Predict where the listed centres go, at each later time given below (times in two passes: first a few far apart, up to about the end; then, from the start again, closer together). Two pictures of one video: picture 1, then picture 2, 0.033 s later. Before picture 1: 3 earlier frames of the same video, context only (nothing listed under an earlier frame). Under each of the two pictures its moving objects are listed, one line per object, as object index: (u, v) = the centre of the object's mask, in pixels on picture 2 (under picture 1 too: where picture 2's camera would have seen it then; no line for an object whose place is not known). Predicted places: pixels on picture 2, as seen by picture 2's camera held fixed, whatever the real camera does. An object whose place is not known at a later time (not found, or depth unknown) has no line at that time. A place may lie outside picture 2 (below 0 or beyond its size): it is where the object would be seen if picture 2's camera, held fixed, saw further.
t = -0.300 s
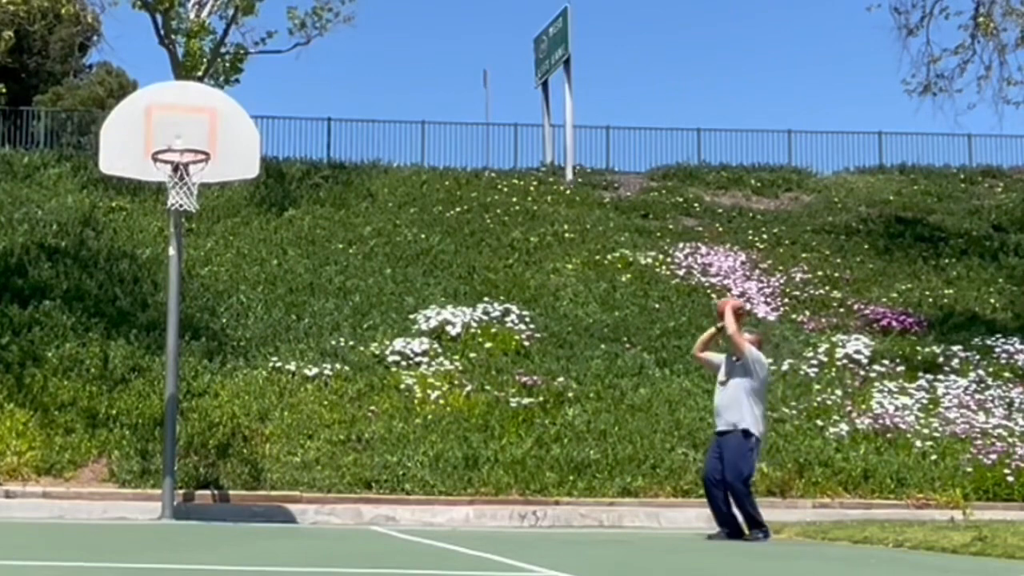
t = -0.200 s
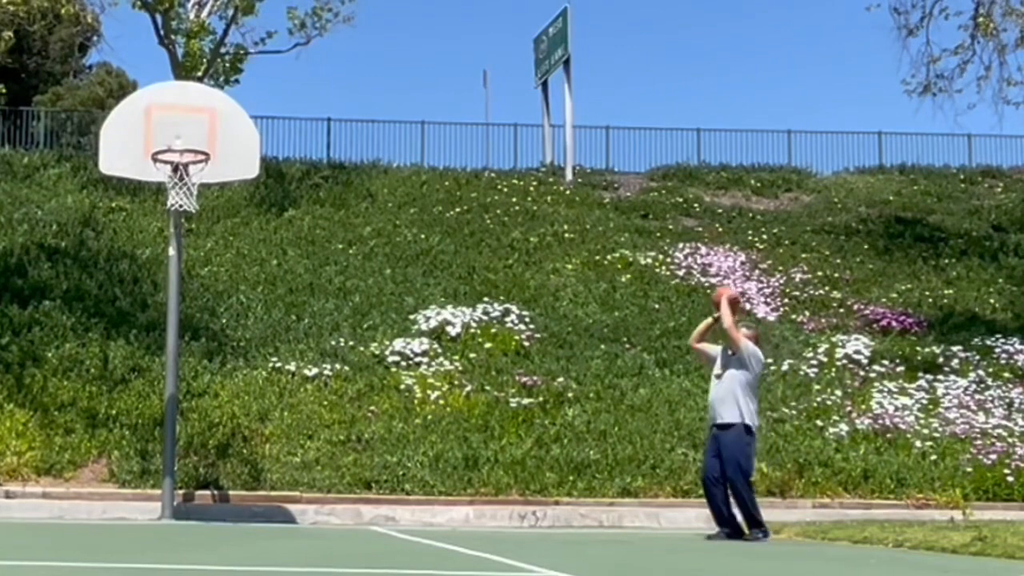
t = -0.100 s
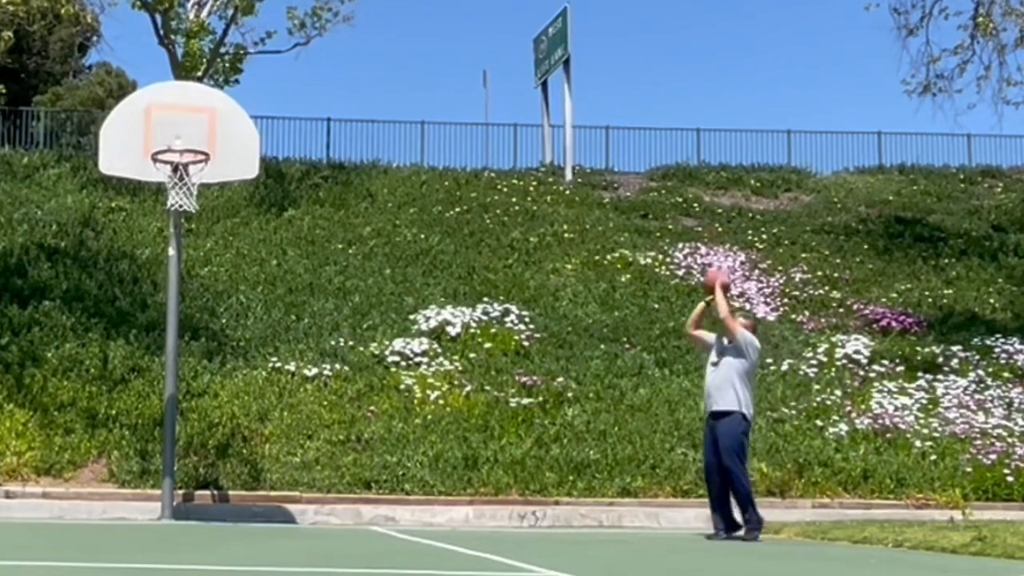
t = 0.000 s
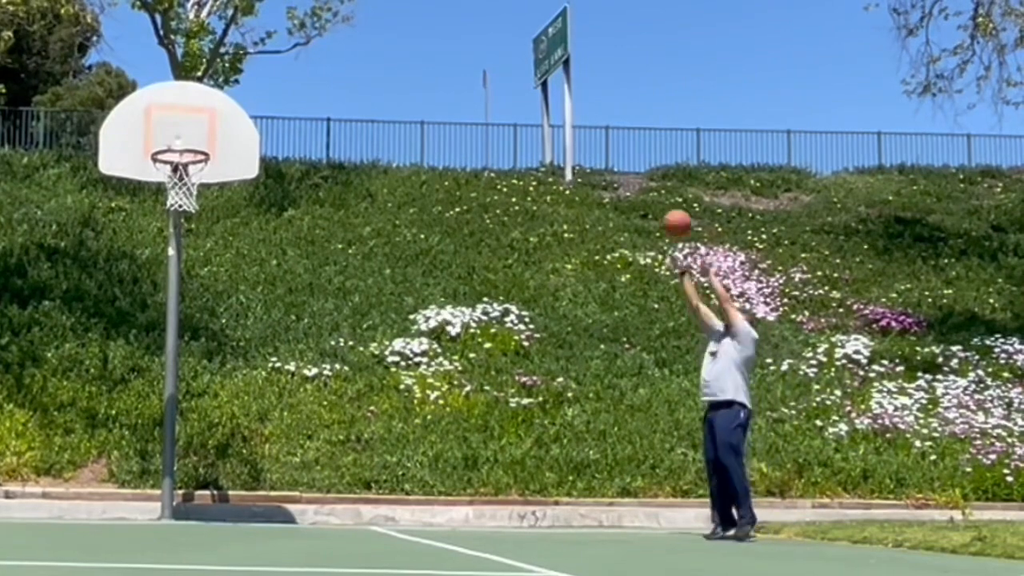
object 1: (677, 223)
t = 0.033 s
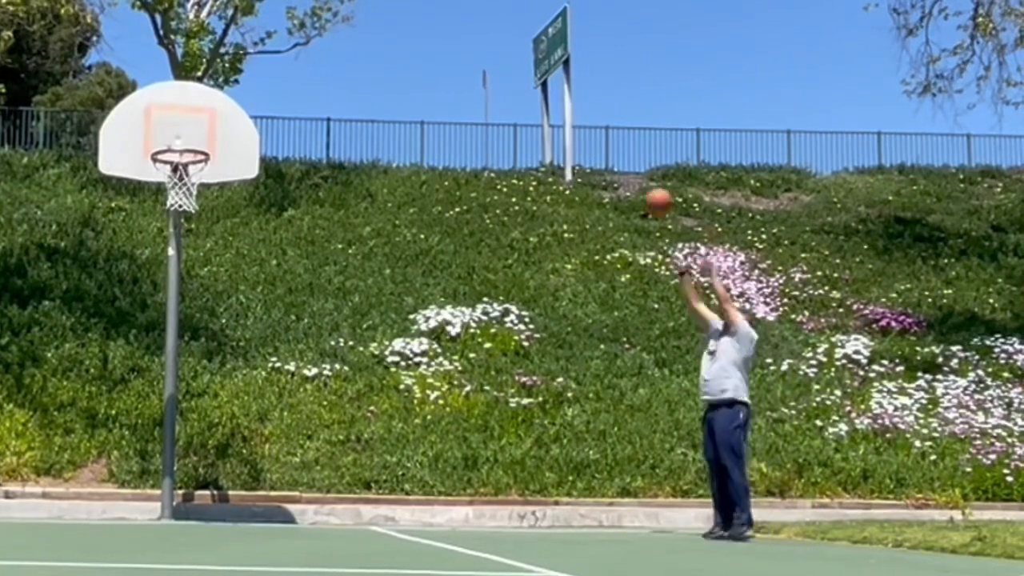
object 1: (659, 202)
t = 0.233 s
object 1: (554, 104)
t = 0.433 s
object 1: (451, 52)
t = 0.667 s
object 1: (335, 51)
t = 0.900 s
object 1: (218, 110)
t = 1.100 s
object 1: (167, 136)
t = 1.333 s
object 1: (203, 116)
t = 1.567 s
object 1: (243, 146)
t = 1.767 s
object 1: (280, 227)
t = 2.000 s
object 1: (325, 397)
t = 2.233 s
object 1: (360, 437)
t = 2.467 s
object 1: (376, 285)
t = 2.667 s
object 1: (387, 215)
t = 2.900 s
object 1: (399, 202)
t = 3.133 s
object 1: (411, 264)
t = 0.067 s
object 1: (641, 183)
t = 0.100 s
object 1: (624, 164)
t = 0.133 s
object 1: (606, 147)
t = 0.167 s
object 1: (589, 132)
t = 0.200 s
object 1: (571, 117)
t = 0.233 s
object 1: (554, 104)
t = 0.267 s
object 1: (537, 92)
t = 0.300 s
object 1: (519, 83)
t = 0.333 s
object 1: (502, 73)
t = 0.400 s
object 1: (468, 58)
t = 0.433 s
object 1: (451, 52)
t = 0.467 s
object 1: (435, 48)
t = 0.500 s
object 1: (418, 45)
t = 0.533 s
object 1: (402, 44)
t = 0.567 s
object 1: (385, 44)
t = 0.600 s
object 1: (368, 45)
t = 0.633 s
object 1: (352, 47)
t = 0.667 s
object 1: (335, 51)
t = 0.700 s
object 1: (318, 55)
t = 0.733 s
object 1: (302, 61)
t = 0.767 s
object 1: (285, 69)
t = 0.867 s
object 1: (235, 98)
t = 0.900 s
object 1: (218, 110)
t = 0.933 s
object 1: (201, 123)
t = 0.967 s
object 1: (185, 138)
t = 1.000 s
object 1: (173, 142)
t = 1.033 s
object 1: (163, 145)
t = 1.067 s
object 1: (164, 142)
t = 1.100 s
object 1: (167, 136)
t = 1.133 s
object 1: (171, 133)
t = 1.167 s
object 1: (175, 131)
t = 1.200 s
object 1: (180, 126)
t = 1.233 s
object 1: (186, 121)
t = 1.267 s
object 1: (192, 118)
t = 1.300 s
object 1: (197, 116)
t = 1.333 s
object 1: (203, 116)
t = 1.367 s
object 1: (209, 116)
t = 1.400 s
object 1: (214, 118)
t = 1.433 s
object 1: (220, 121)
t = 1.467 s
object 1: (225, 125)
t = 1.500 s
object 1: (231, 131)
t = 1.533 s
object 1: (237, 138)
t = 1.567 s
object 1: (243, 146)
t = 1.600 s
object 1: (250, 156)
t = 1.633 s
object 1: (256, 167)
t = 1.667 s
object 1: (263, 181)
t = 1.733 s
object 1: (274, 210)
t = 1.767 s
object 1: (280, 227)
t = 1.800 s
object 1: (287, 246)
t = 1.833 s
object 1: (293, 267)
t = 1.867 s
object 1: (298, 290)
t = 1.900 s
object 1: (305, 315)
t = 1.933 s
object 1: (312, 340)
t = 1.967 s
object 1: (319, 367)
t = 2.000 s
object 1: (325, 397)
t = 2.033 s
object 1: (332, 428)
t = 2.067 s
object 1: (339, 462)
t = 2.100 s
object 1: (345, 498)
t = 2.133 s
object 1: (351, 528)
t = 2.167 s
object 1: (354, 495)
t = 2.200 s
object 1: (357, 466)
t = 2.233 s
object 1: (360, 437)
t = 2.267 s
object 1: (361, 411)
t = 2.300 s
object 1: (363, 386)
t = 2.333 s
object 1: (367, 362)
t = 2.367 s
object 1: (369, 340)
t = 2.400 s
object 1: (371, 321)
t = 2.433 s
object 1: (373, 302)
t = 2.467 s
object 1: (376, 285)
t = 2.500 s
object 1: (377, 270)
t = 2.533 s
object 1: (380, 256)
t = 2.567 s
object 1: (381, 243)
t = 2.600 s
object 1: (383, 232)
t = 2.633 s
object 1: (385, 223)
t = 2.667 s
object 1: (387, 215)
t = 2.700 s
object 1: (389, 209)
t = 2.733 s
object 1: (391, 204)
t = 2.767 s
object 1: (392, 201)
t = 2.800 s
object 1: (394, 199)
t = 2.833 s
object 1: (395, 199)
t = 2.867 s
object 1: (397, 200)
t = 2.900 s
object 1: (399, 202)
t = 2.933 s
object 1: (401, 206)
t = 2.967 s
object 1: (402, 212)
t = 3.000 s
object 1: (404, 219)
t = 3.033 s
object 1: (406, 228)
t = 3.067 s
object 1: (408, 238)
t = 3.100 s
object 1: (409, 250)
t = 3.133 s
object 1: (411, 264)
